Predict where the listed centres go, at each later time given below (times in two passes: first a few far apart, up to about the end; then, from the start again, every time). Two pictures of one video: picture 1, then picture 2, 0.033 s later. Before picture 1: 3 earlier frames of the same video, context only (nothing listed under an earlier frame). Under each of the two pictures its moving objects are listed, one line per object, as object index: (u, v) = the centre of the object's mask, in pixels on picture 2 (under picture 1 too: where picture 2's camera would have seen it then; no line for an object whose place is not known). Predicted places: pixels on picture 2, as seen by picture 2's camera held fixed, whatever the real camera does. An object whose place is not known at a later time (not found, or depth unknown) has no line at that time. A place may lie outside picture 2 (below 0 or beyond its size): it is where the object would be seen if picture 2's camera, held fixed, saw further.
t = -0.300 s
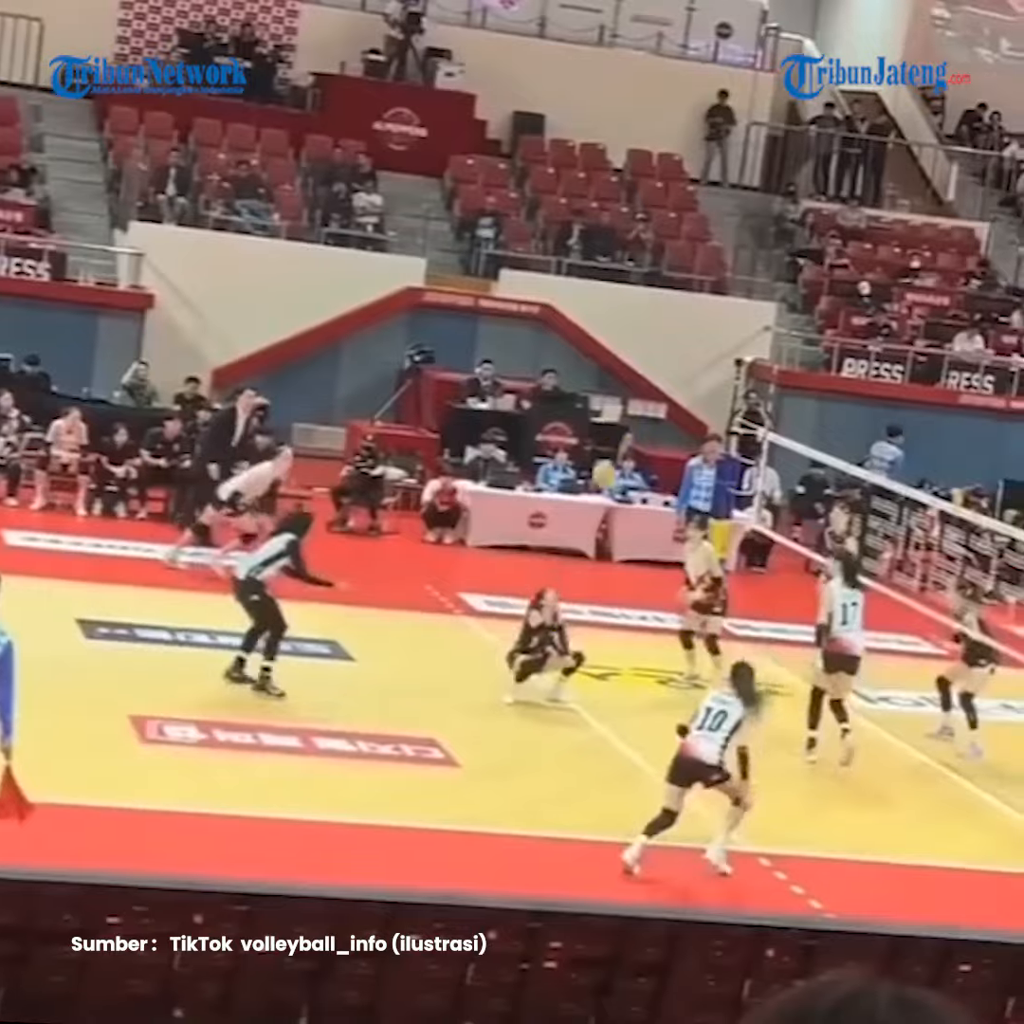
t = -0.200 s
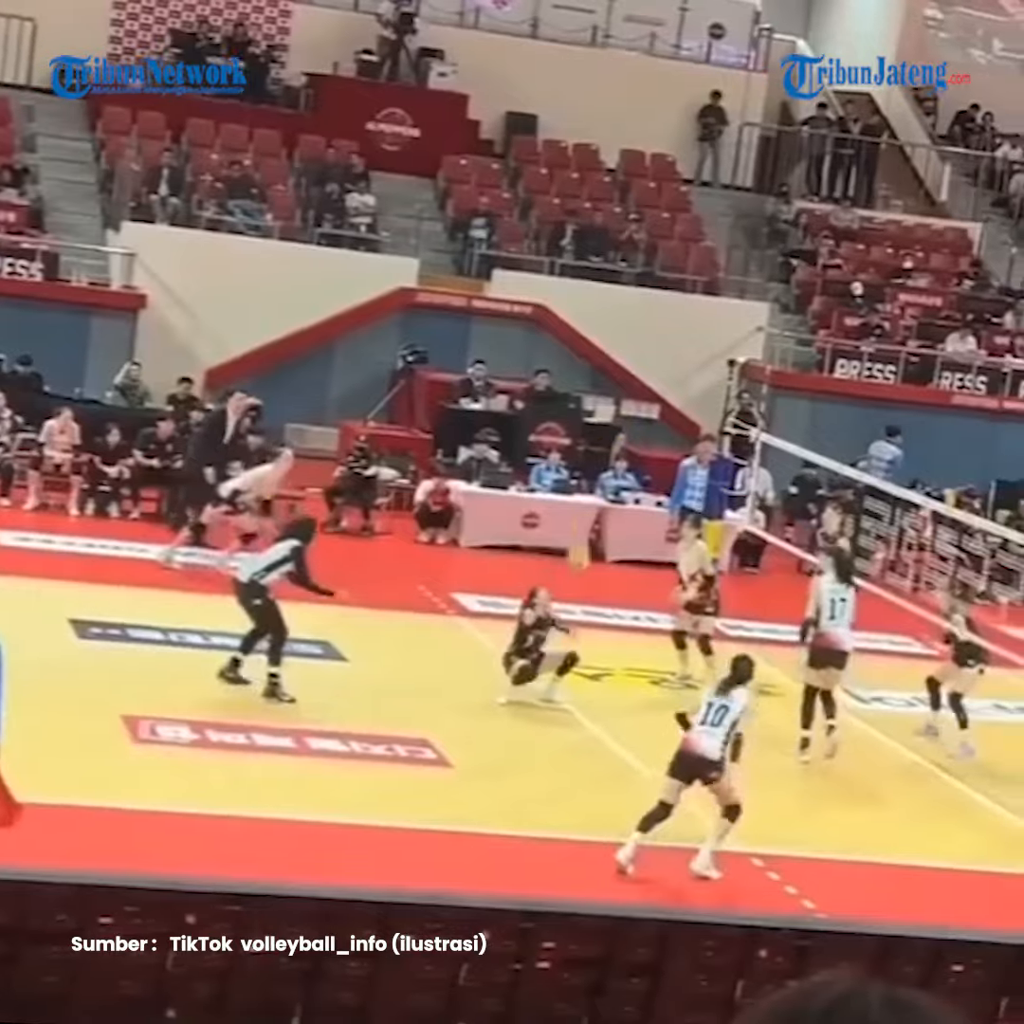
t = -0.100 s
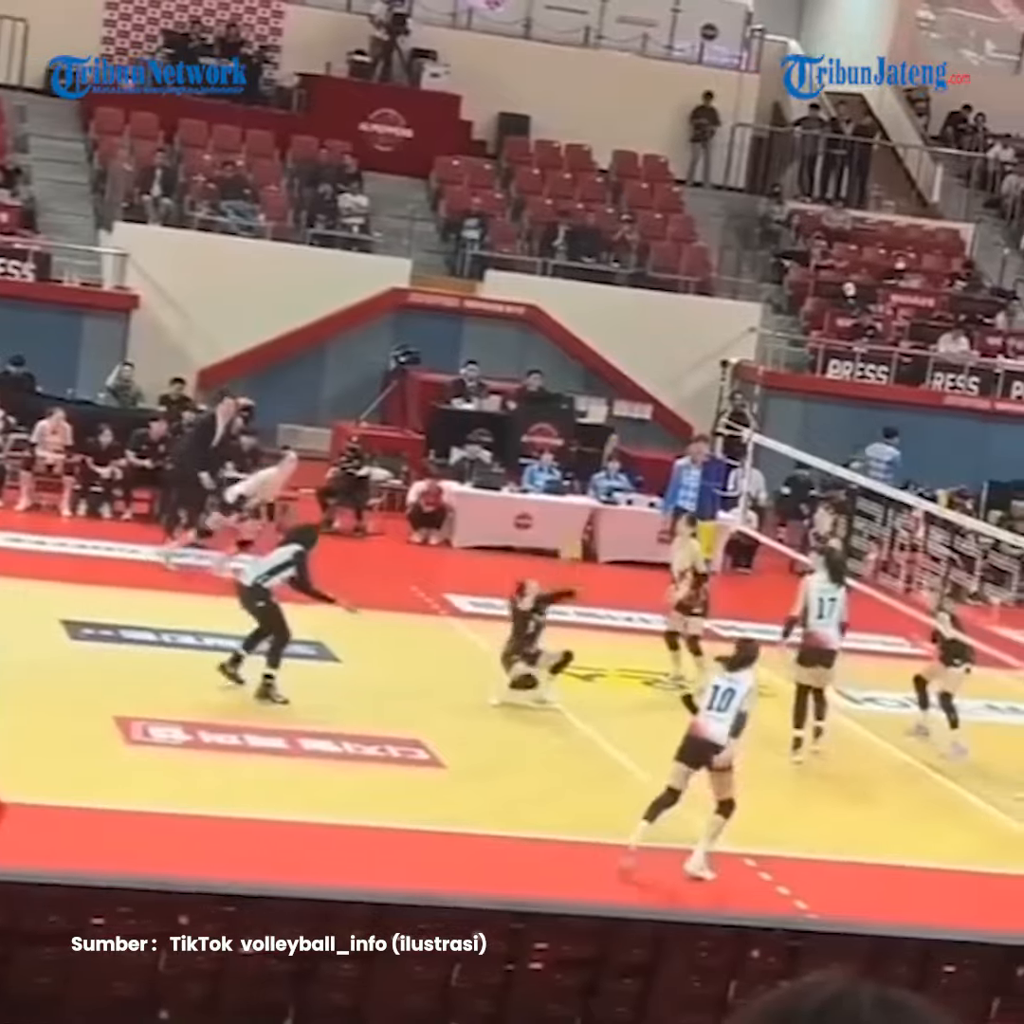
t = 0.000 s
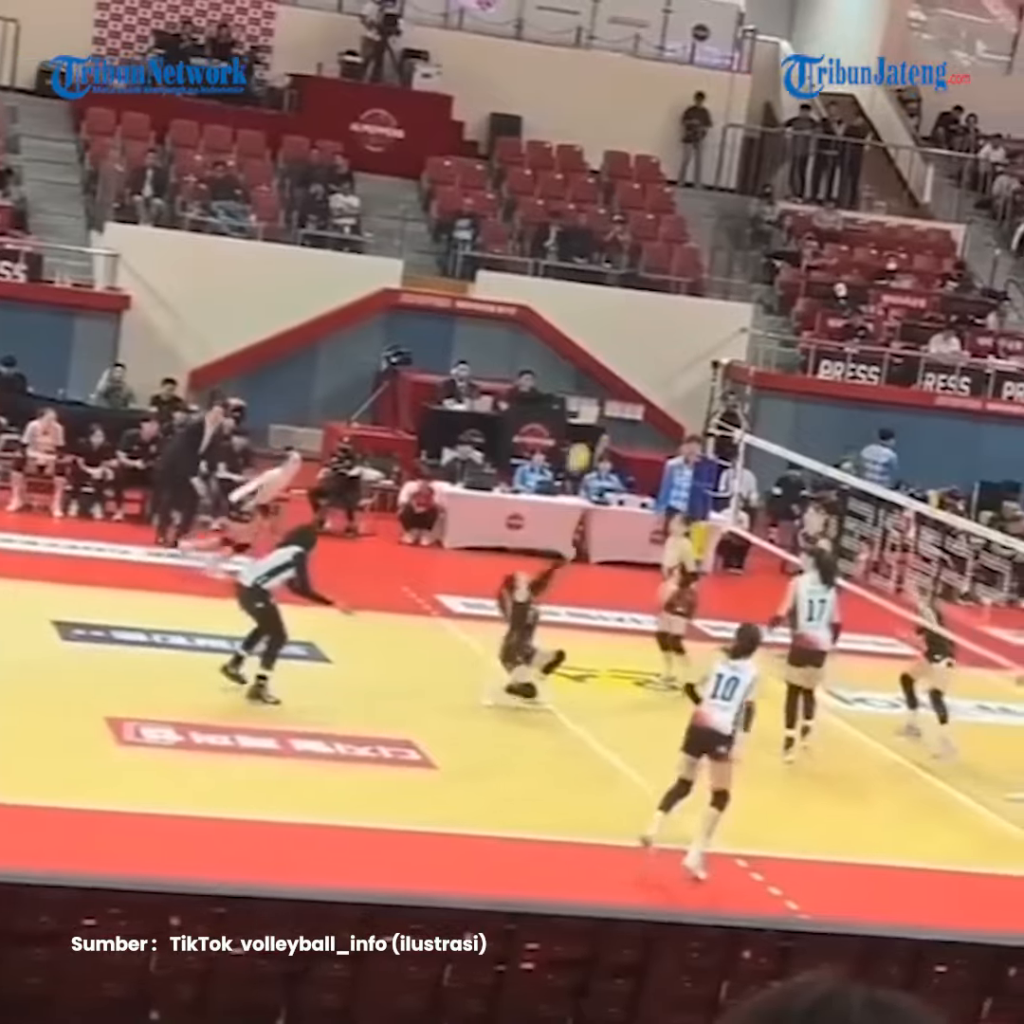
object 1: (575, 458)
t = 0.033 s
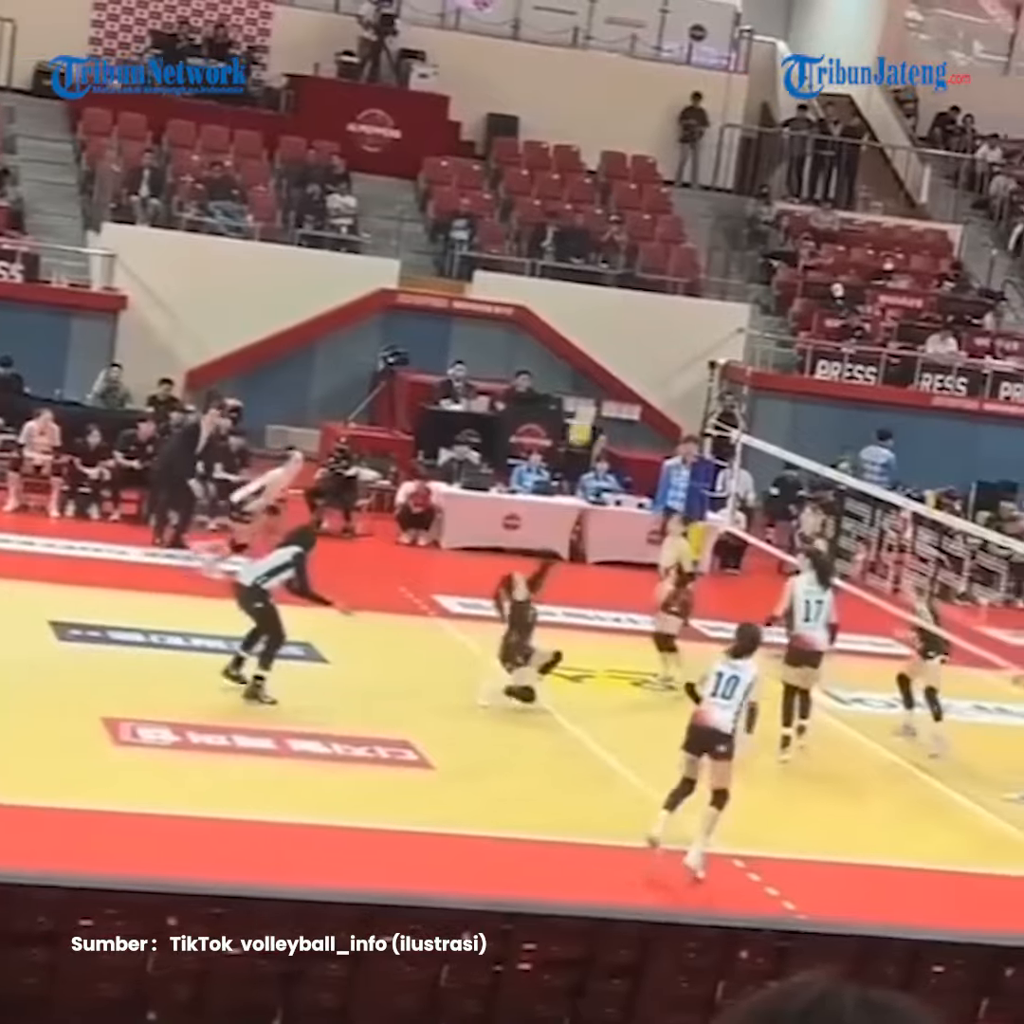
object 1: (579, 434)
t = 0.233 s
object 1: (602, 309)
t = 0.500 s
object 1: (610, 208)
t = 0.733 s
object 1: (612, 189)
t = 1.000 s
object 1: (604, 237)
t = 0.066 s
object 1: (583, 408)
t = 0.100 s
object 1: (587, 383)
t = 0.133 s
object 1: (589, 362)
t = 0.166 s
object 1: (594, 340)
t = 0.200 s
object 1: (597, 325)
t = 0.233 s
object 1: (602, 309)
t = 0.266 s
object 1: (602, 286)
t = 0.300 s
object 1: (604, 271)
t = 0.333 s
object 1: (605, 257)
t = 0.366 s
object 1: (607, 244)
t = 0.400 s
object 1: (608, 233)
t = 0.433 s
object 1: (610, 223)
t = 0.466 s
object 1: (610, 214)
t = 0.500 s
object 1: (610, 208)
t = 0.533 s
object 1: (611, 201)
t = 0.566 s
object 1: (612, 196)
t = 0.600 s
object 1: (612, 192)
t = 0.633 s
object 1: (612, 190)
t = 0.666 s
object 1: (612, 189)
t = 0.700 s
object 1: (612, 189)
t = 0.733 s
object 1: (612, 189)
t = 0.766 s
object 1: (612, 192)
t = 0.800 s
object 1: (611, 195)
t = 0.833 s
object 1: (610, 199)
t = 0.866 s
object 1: (609, 205)
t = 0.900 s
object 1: (608, 211)
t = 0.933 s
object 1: (607, 218)
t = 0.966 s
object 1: (606, 227)
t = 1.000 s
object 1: (604, 237)
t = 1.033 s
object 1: (602, 248)
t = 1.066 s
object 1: (601, 258)
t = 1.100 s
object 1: (599, 271)
